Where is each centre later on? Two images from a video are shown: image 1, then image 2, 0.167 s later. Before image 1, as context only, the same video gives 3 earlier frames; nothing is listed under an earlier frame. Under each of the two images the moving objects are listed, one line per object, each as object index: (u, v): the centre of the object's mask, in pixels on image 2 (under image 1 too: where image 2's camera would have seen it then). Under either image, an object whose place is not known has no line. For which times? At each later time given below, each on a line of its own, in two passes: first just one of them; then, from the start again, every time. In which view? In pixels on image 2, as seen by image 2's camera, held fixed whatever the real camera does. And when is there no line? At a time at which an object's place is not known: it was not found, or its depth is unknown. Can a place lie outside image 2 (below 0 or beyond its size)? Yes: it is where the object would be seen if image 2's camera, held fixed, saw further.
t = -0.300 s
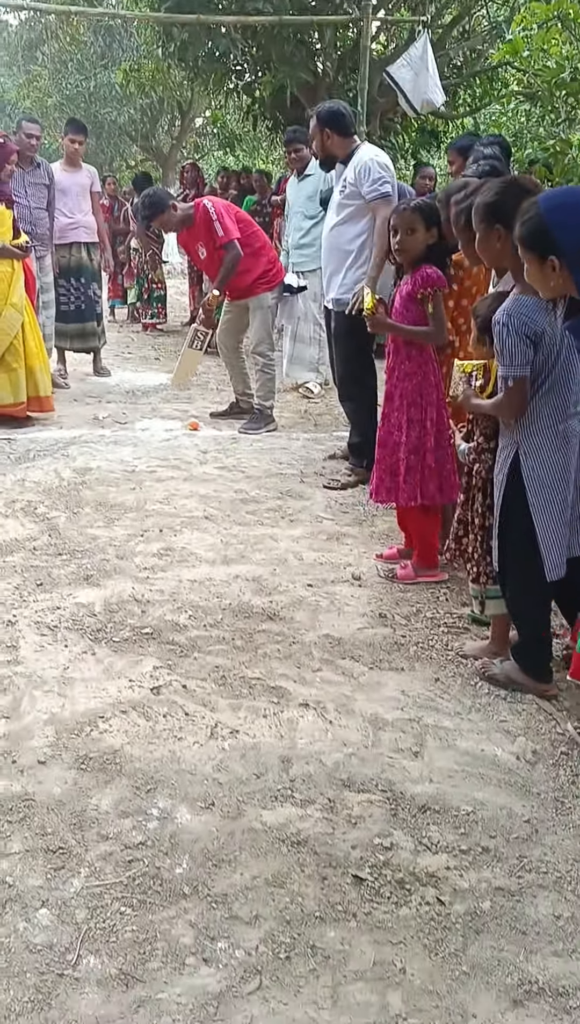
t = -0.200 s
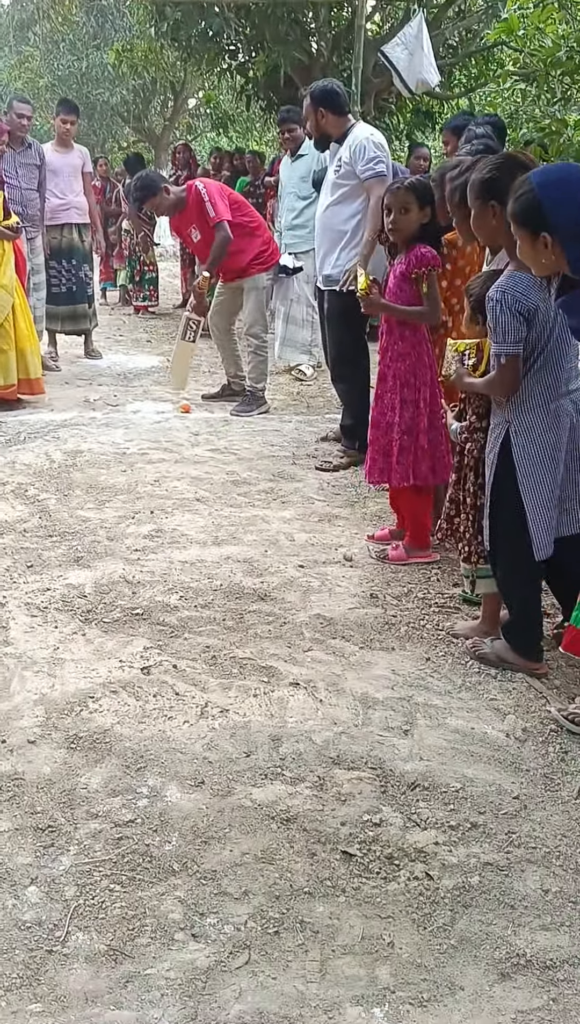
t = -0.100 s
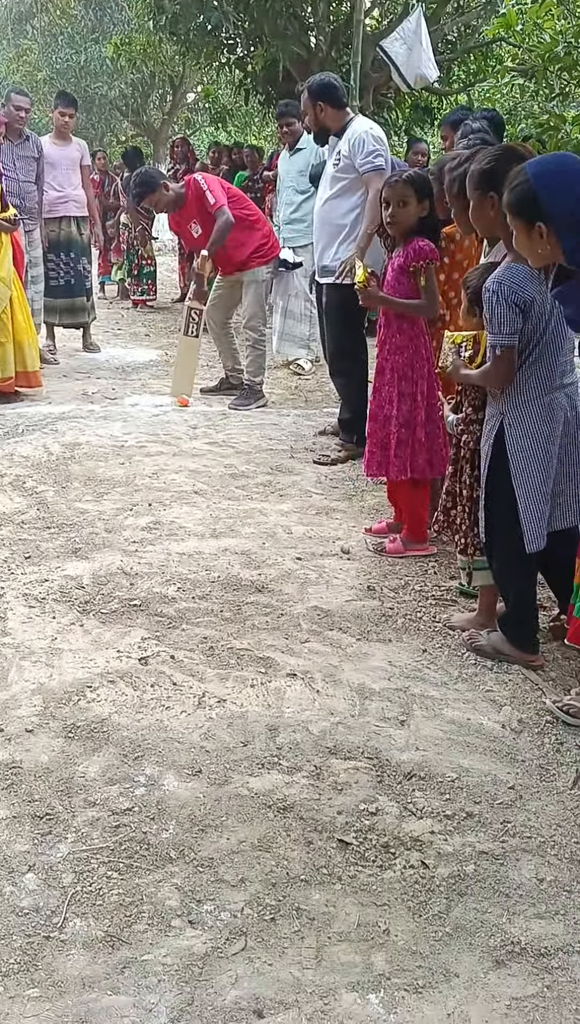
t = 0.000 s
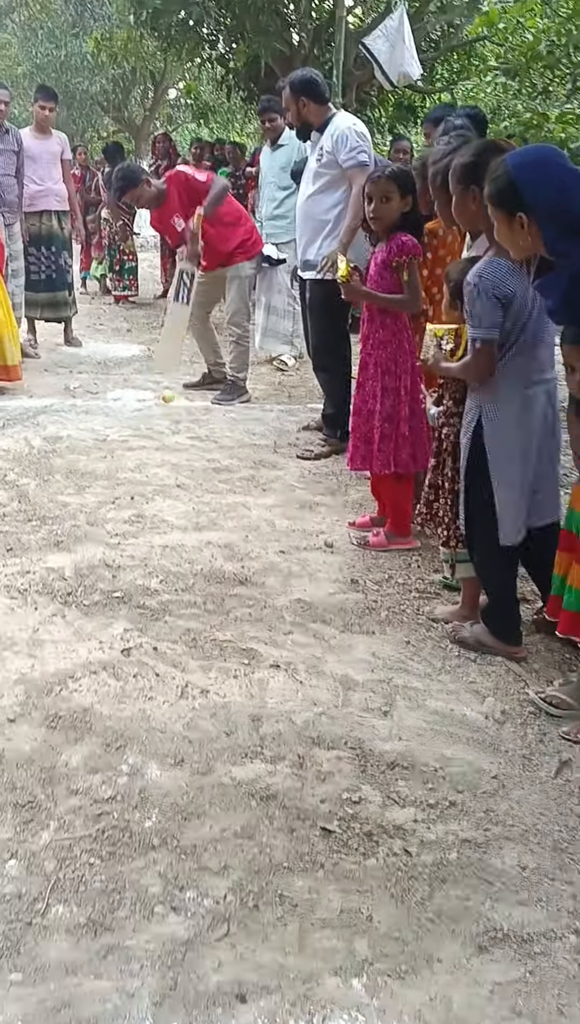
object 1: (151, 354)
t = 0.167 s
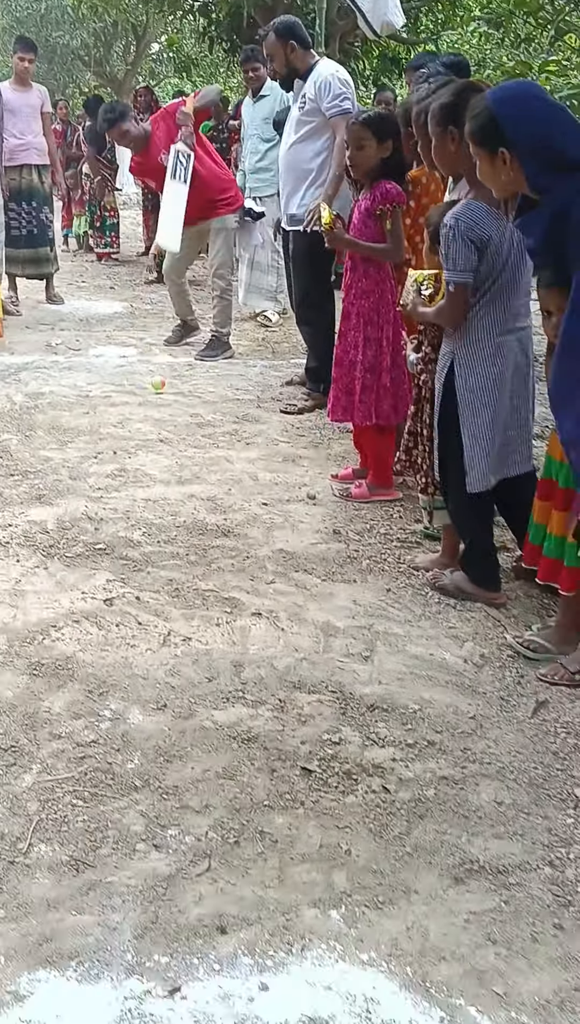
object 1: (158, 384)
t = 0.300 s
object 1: (169, 401)
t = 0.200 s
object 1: (161, 389)
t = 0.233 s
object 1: (165, 393)
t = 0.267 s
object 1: (168, 401)
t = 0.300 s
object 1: (169, 401)
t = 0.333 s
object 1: (170, 402)
